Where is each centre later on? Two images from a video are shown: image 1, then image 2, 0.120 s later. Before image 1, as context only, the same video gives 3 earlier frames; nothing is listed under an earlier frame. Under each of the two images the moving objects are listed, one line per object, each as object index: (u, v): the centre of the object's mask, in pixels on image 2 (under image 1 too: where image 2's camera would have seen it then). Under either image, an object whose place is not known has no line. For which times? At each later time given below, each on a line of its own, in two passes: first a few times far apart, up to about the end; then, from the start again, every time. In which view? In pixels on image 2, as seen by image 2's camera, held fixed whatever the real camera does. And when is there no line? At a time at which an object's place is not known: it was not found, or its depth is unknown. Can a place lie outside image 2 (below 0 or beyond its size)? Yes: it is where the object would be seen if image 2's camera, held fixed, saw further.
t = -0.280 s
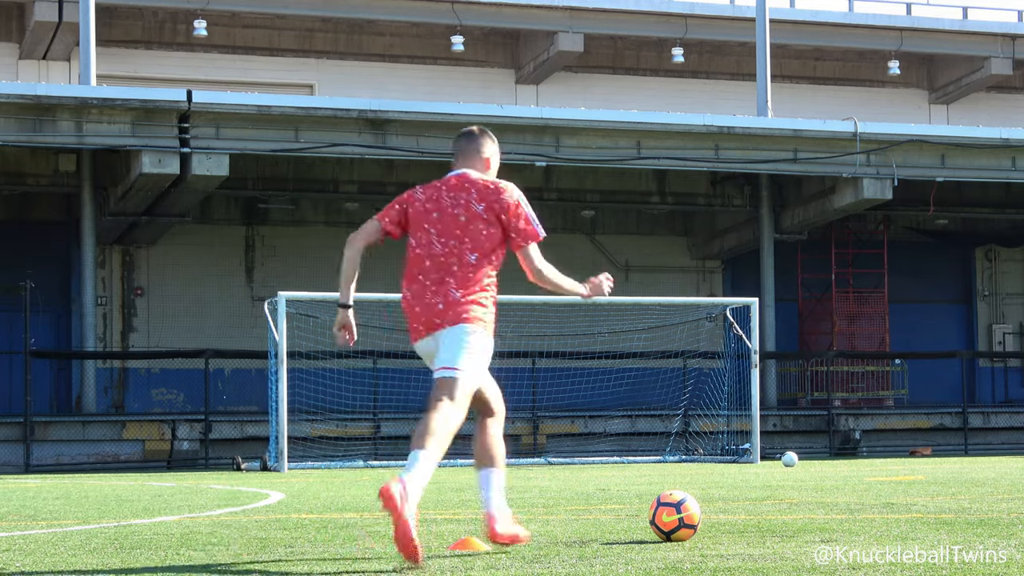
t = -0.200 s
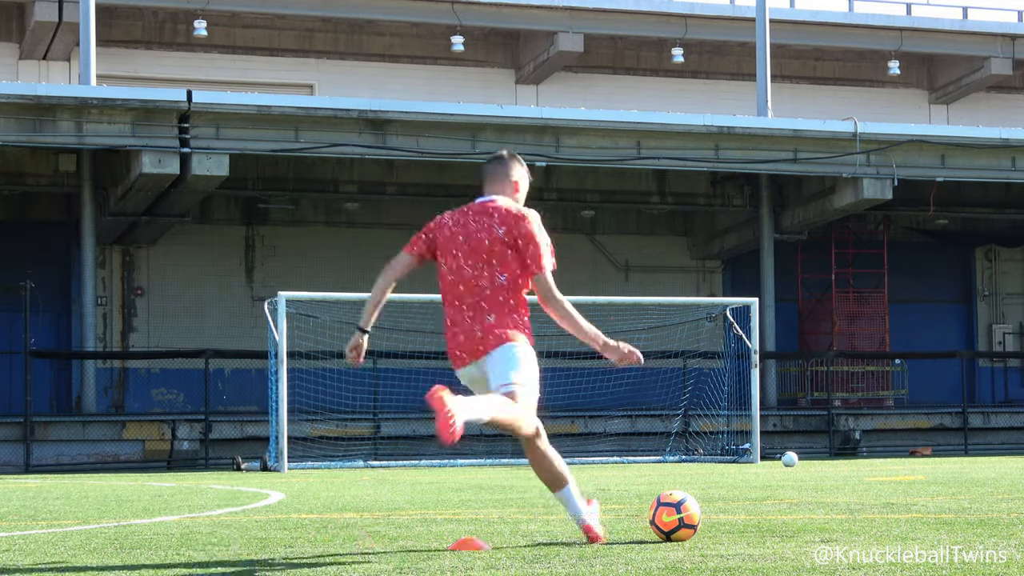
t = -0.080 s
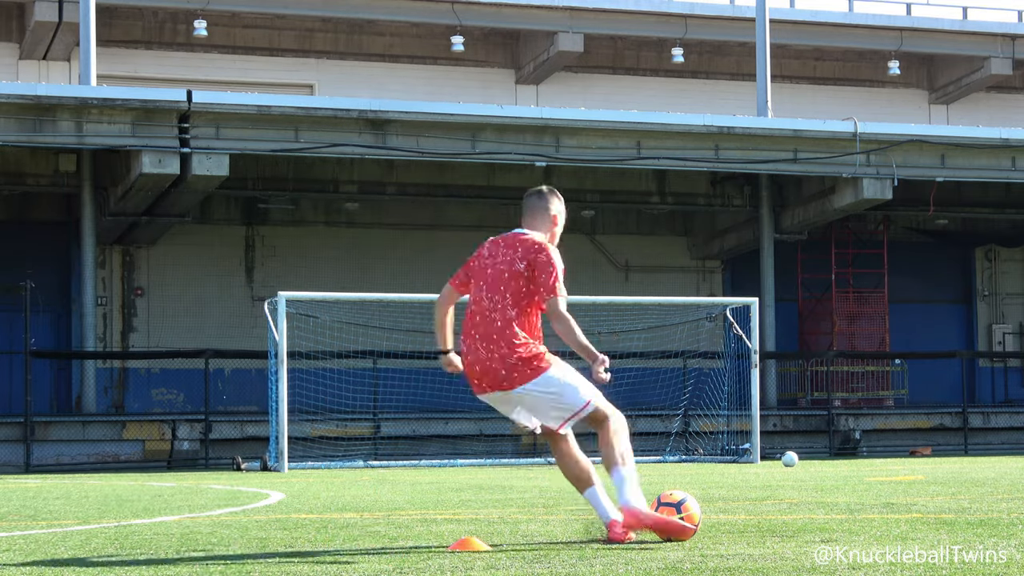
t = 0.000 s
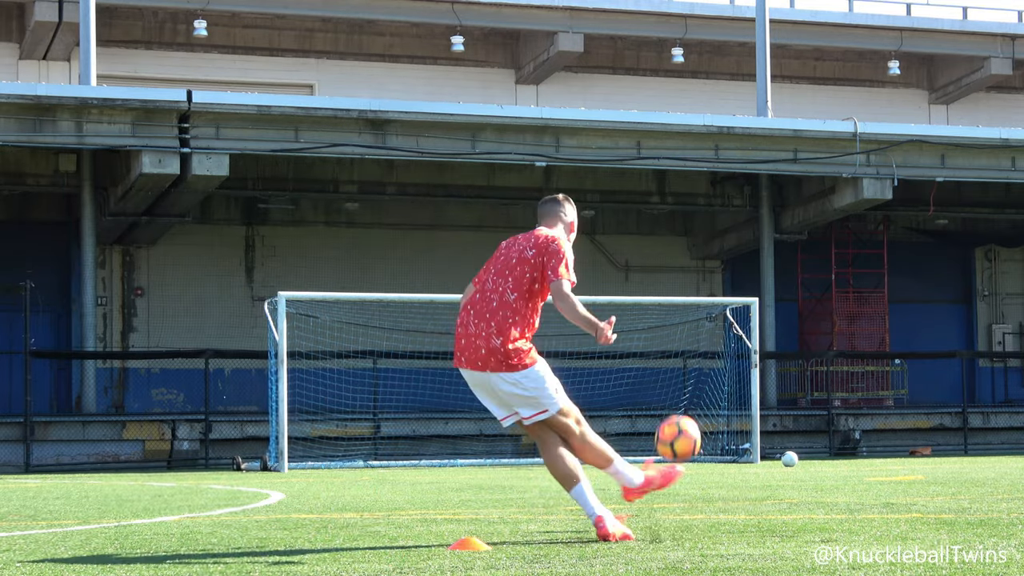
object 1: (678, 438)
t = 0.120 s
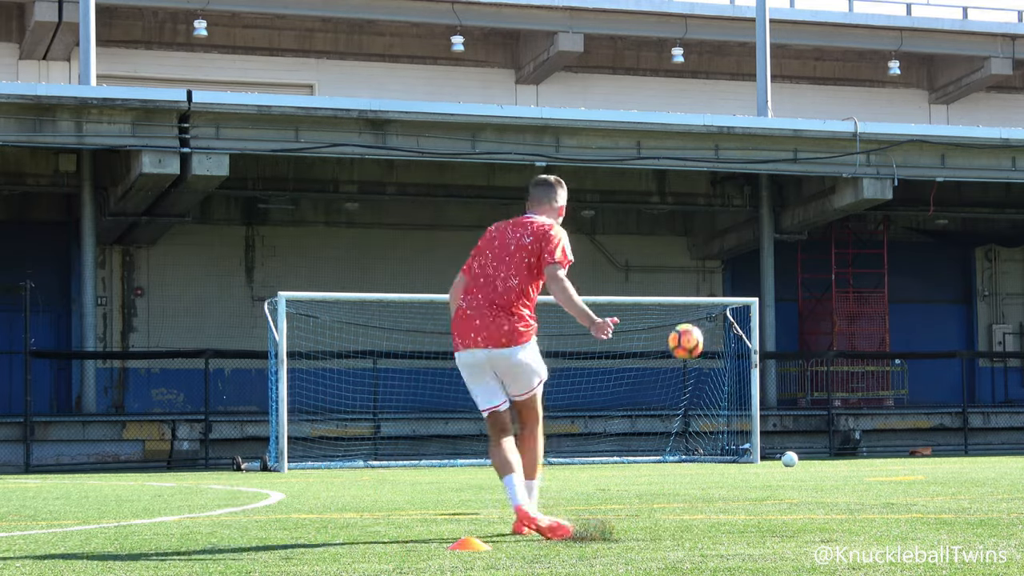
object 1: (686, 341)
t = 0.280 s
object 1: (699, 301)
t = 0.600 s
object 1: (721, 347)
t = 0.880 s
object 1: (738, 432)
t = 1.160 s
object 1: (741, 407)
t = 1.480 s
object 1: (707, 417)
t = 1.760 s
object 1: (677, 445)
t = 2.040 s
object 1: (665, 436)
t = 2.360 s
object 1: (663, 449)
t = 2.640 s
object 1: (665, 454)
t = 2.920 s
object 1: (665, 457)
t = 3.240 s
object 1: (665, 457)
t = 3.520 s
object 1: (665, 457)
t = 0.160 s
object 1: (689, 323)
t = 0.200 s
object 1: (692, 312)
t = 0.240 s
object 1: (695, 304)
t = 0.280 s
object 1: (699, 301)
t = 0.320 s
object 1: (703, 300)
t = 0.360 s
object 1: (706, 302)
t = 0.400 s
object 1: (709, 307)
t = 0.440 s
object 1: (711, 312)
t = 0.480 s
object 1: (713, 320)
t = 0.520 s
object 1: (716, 328)
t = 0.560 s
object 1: (718, 337)
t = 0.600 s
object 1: (721, 347)
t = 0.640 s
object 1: (723, 356)
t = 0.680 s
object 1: (725, 368)
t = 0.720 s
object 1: (728, 379)
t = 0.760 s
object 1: (731, 391)
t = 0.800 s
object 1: (734, 404)
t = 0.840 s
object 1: (736, 418)
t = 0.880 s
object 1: (738, 432)
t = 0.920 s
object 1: (739, 447)
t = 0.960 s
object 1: (741, 456)
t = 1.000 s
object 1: (741, 444)
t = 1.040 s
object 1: (741, 433)
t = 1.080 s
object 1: (741, 423)
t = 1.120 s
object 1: (741, 413)
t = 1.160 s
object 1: (741, 407)
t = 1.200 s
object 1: (740, 401)
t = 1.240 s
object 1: (737, 399)
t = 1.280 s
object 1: (733, 399)
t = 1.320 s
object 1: (728, 401)
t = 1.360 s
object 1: (723, 404)
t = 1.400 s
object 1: (718, 407)
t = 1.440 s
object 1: (712, 412)
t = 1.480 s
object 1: (707, 417)
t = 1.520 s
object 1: (702, 424)
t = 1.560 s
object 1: (697, 431)
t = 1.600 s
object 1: (691, 439)
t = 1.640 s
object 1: (686, 449)
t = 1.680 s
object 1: (682, 457)
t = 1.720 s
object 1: (679, 451)
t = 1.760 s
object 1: (677, 445)
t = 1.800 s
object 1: (675, 441)
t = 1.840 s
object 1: (673, 437)
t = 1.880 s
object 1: (672, 435)
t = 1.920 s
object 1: (670, 434)
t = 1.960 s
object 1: (668, 434)
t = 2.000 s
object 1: (667, 435)
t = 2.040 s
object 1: (665, 436)
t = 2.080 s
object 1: (664, 439)
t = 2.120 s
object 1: (664, 443)
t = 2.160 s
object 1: (663, 447)
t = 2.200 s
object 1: (663, 451)
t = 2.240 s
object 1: (663, 449)
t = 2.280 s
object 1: (663, 449)
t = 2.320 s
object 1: (663, 449)
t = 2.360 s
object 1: (663, 449)
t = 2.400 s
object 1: (664, 451)
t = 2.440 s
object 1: (664, 452)
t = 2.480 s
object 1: (665, 453)
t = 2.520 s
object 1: (665, 453)
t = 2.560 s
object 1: (665, 453)
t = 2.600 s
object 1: (665, 453)
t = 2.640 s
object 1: (665, 454)
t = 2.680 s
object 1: (664, 455)
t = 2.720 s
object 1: (664, 456)
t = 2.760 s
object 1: (664, 456)
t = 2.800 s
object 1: (664, 456)
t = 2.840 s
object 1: (664, 456)
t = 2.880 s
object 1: (665, 457)
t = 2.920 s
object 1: (665, 457)
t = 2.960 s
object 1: (665, 457)
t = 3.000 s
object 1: (664, 457)
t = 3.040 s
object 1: (664, 457)
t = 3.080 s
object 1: (664, 457)
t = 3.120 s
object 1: (664, 457)
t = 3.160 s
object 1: (664, 457)
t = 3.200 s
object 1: (665, 457)
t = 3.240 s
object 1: (665, 457)
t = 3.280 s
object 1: (665, 457)
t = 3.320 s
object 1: (665, 457)
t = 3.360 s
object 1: (665, 457)
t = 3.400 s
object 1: (665, 457)
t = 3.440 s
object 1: (665, 457)
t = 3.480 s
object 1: (665, 457)
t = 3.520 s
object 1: (665, 457)
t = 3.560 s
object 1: (665, 457)
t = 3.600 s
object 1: (665, 457)
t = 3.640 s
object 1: (665, 457)
